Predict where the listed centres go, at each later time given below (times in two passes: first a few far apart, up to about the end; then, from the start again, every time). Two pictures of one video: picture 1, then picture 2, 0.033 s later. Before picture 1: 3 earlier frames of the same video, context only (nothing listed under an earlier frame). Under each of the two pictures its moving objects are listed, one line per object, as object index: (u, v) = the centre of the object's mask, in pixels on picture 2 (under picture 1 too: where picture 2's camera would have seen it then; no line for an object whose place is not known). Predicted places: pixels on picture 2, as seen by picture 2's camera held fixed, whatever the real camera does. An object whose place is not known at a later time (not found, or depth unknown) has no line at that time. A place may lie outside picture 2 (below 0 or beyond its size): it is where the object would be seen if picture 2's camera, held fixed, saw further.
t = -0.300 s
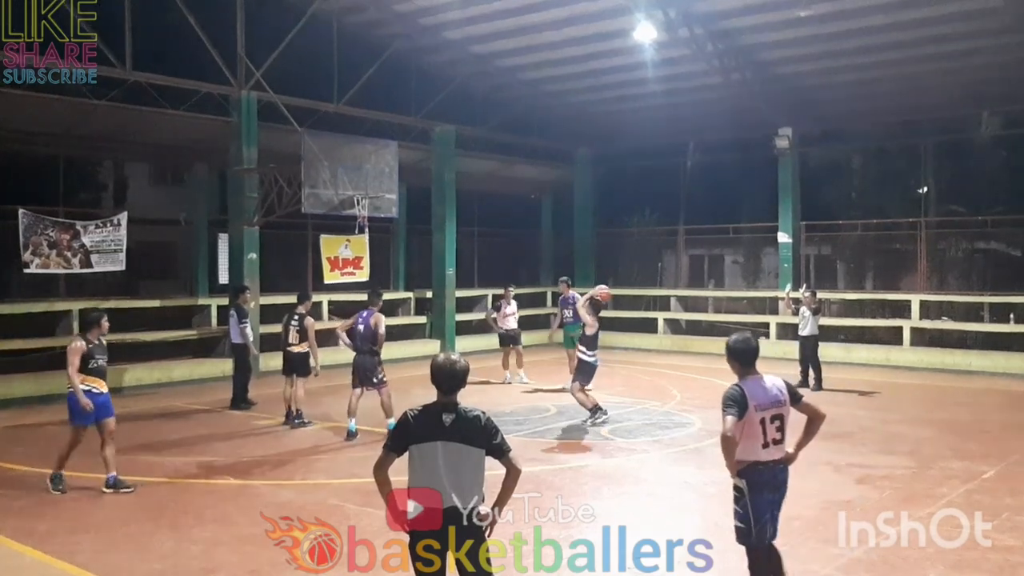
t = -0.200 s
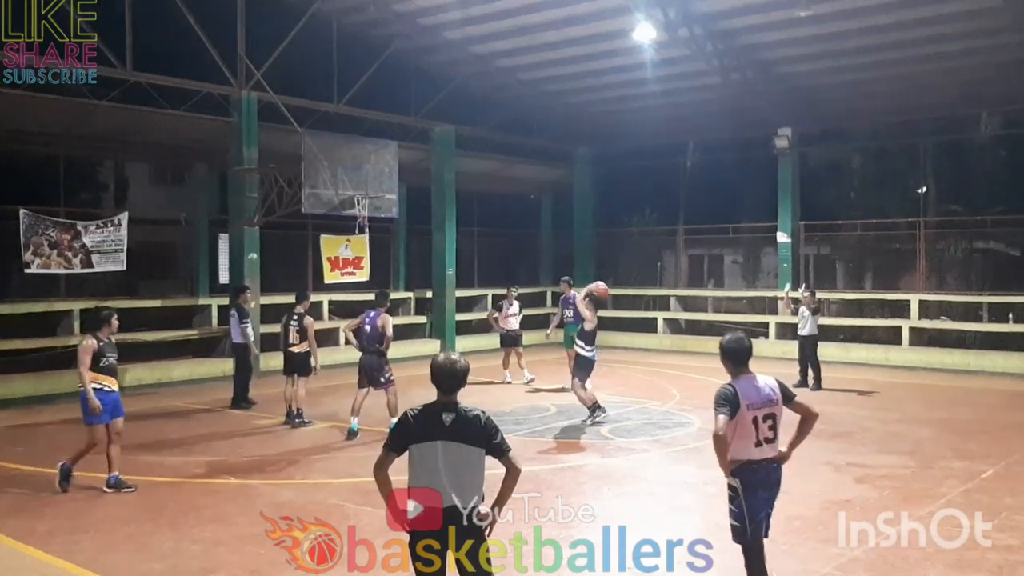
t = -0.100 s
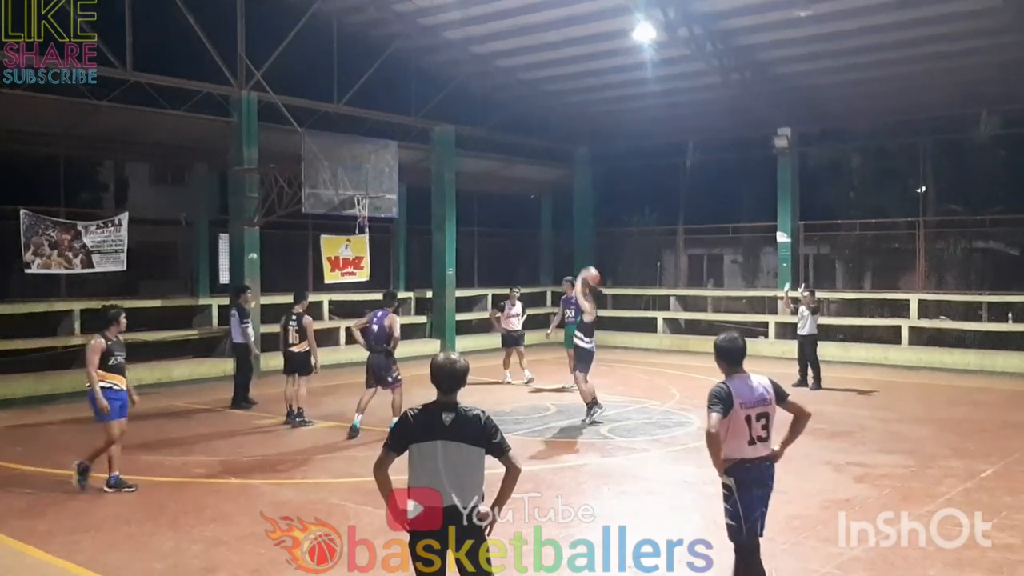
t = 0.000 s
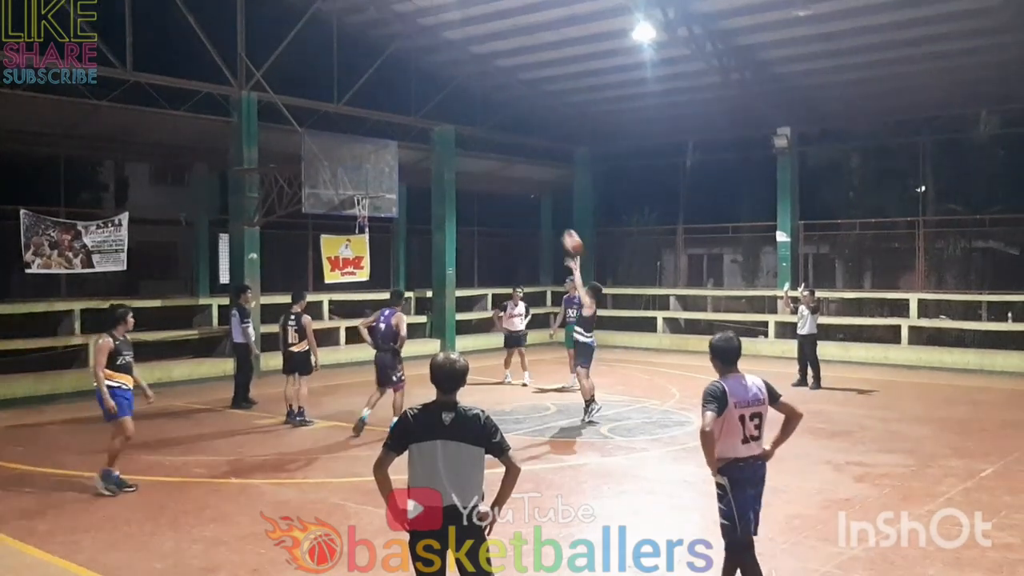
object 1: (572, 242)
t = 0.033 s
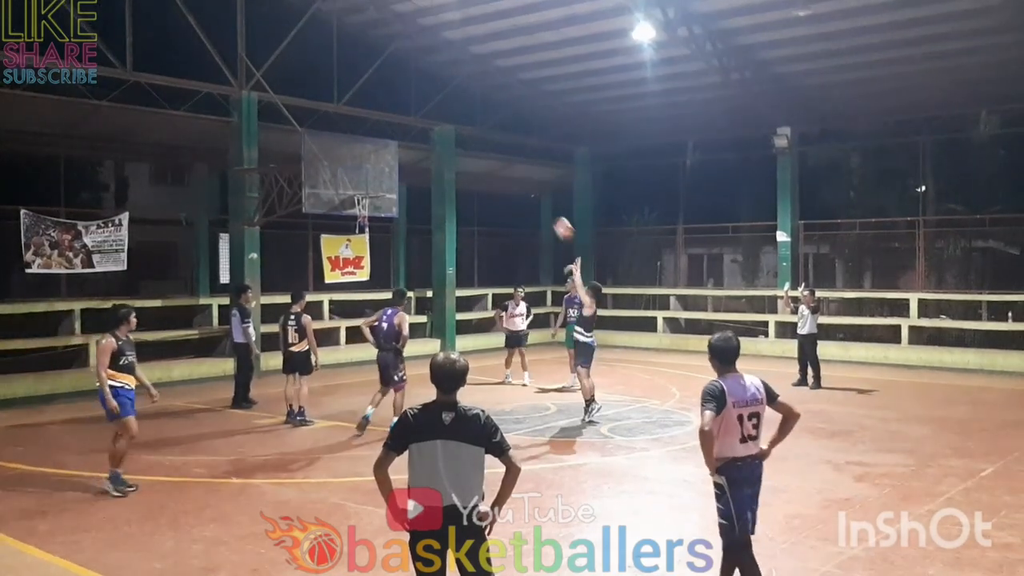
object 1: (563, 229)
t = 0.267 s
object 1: (505, 162)
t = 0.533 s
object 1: (448, 141)
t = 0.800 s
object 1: (397, 165)
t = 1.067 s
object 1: (355, 212)
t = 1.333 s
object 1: (349, 213)
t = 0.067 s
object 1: (553, 215)
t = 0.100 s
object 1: (544, 203)
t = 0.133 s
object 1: (537, 194)
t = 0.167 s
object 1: (529, 186)
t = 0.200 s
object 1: (520, 177)
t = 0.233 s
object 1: (513, 168)
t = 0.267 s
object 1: (505, 162)
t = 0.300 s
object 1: (497, 155)
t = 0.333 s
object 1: (490, 151)
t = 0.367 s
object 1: (483, 148)
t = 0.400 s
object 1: (476, 145)
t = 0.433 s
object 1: (469, 143)
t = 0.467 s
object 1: (461, 142)
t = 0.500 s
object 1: (454, 141)
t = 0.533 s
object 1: (448, 141)
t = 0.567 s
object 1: (440, 140)
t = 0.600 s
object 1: (434, 142)
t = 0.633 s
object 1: (427, 146)
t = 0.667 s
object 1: (421, 146)
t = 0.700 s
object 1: (415, 150)
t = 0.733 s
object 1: (407, 155)
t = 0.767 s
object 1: (403, 159)
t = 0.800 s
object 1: (397, 165)
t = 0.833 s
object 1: (391, 172)
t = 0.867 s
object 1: (385, 177)
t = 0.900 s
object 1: (378, 185)
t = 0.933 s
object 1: (373, 191)
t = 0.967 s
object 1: (365, 199)
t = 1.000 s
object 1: (361, 210)
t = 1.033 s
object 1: (357, 214)
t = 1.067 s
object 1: (355, 212)
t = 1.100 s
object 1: (354, 209)
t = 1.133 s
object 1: (354, 207)
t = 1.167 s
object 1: (353, 206)
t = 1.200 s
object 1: (353, 205)
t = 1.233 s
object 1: (350, 207)
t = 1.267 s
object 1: (350, 208)
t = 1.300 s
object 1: (349, 211)
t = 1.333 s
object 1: (349, 213)
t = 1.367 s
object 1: (346, 218)
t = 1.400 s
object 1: (345, 221)
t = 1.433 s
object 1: (344, 225)
